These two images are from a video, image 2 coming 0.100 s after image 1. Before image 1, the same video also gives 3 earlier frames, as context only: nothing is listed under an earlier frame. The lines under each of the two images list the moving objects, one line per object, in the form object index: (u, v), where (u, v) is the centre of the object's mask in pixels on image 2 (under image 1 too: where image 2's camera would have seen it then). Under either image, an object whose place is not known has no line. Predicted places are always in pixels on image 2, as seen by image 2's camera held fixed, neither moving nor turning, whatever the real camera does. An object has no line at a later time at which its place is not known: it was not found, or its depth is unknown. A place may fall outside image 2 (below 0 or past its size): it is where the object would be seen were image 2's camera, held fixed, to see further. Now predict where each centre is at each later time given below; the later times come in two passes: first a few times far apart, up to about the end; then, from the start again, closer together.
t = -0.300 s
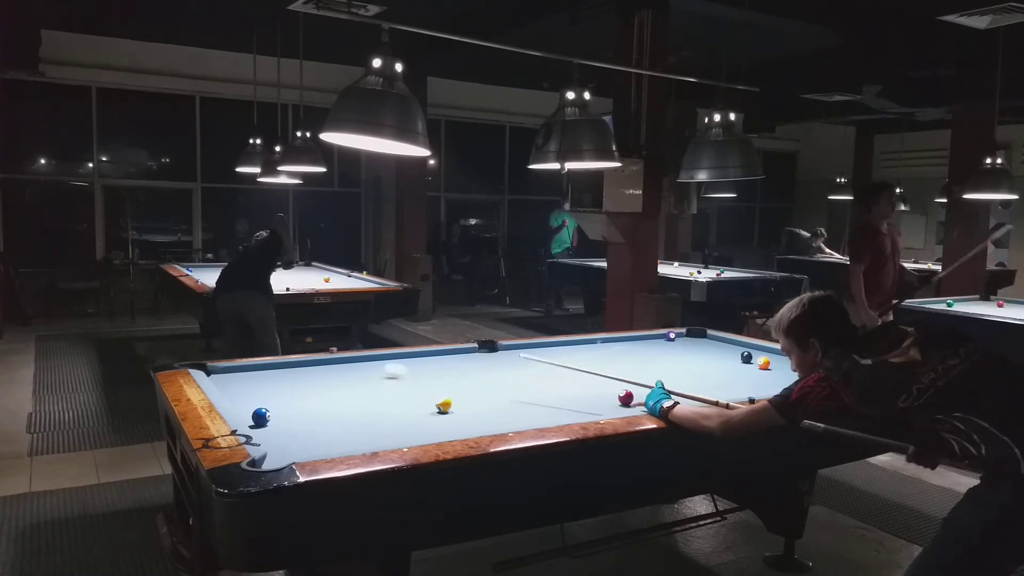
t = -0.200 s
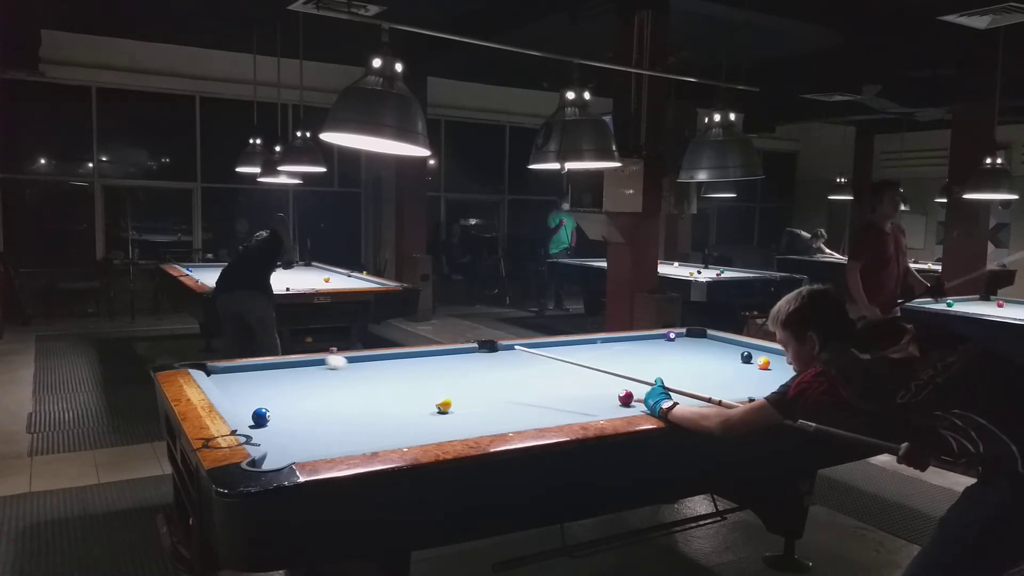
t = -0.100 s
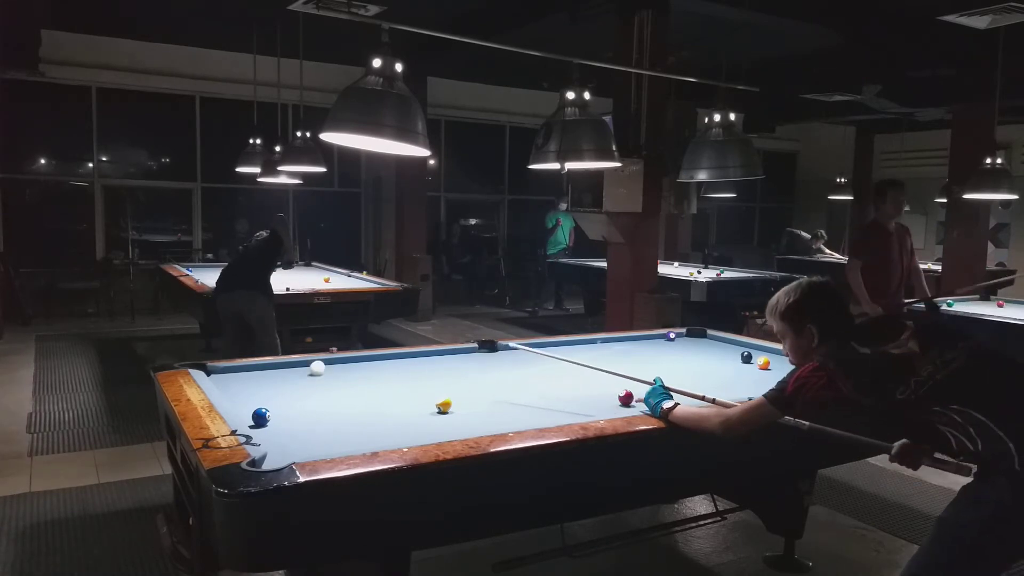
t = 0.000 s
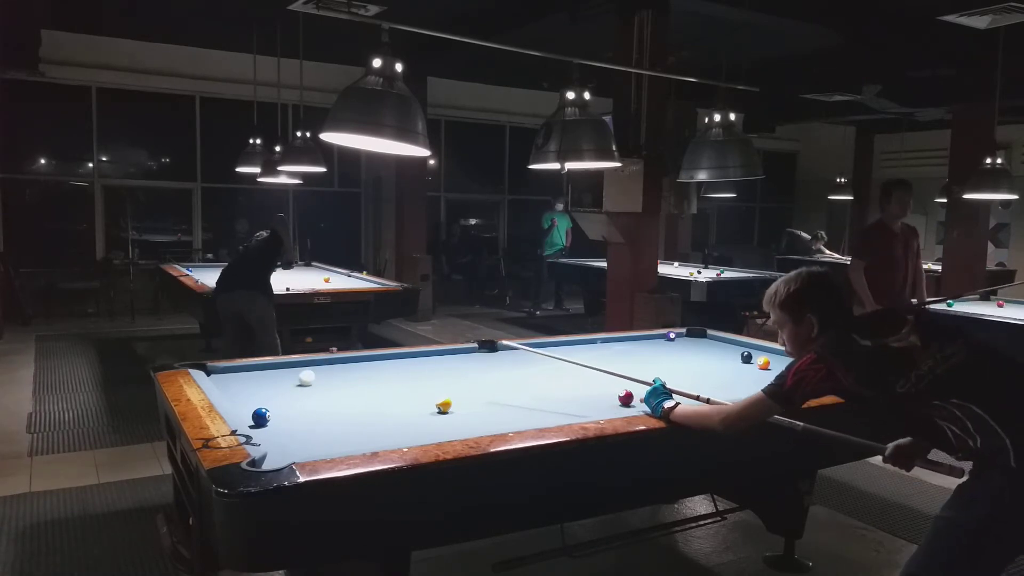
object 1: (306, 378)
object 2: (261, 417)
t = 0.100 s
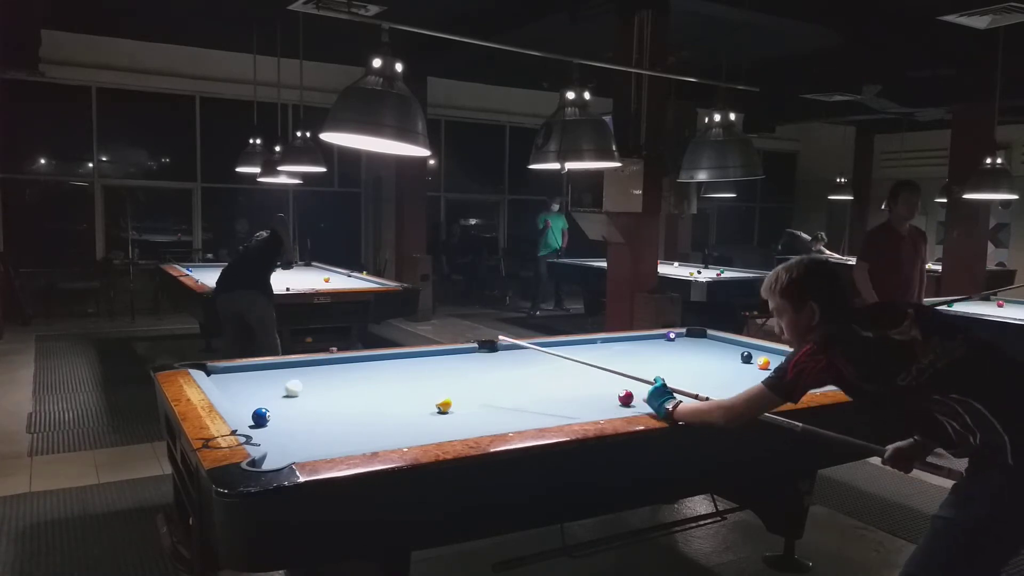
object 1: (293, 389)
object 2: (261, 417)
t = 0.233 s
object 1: (274, 403)
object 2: (261, 417)
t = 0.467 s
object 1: (250, 416)
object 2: (271, 432)
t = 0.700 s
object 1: (276, 426)
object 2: (306, 445)
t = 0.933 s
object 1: (304, 434)
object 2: (334, 446)
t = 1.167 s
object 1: (322, 442)
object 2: (356, 437)
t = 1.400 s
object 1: (323, 447)
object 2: (390, 429)
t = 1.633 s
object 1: (323, 449)
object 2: (420, 421)
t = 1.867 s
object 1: (321, 448)
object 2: (447, 414)
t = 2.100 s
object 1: (319, 447)
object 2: (471, 408)
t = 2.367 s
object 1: (317, 445)
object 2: (494, 402)
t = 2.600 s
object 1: (316, 444)
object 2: (513, 397)
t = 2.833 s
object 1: (315, 443)
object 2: (529, 393)
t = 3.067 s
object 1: (315, 443)
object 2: (544, 389)
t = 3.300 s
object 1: (314, 442)
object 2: (558, 385)
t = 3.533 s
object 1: (315, 442)
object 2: (570, 382)
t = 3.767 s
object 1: (314, 442)
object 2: (582, 379)
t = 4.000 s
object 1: (314, 442)
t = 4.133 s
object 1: (314, 442)
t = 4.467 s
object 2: (607, 372)
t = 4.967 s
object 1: (315, 442)
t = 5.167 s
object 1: (314, 442)
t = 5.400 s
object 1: (314, 442)
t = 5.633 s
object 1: (314, 442)
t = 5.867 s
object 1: (314, 442)
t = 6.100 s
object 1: (314, 442)
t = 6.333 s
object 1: (314, 442)
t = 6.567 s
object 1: (314, 442)
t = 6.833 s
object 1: (314, 442)
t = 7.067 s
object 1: (314, 442)
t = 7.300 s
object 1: (314, 442)
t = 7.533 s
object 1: (314, 442)
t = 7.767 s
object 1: (314, 442)
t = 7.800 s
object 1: (314, 442)
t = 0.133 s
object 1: (289, 392)
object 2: (261, 417)
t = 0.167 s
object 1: (284, 396)
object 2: (261, 417)
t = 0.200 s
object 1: (279, 400)
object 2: (261, 417)
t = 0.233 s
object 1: (274, 403)
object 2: (261, 417)
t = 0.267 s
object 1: (270, 406)
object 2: (261, 417)
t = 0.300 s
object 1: (264, 406)
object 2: (260, 418)
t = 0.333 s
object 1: (260, 409)
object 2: (257, 423)
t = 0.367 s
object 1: (256, 411)
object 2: (256, 426)
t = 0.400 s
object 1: (252, 414)
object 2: (261, 429)
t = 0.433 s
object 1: (249, 415)
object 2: (266, 431)
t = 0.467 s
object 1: (250, 416)
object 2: (271, 432)
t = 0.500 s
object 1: (253, 418)
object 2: (275, 434)
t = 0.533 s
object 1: (257, 419)
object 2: (280, 436)
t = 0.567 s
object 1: (261, 421)
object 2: (285, 438)
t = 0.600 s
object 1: (265, 422)
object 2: (290, 439)
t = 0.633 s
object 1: (269, 423)
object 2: (295, 442)
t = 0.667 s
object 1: (272, 424)
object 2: (301, 444)
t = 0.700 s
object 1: (276, 426)
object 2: (306, 445)
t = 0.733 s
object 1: (280, 427)
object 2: (311, 447)
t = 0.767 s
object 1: (284, 428)
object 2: (316, 447)
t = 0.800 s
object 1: (288, 429)
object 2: (321, 448)
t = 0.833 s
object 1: (292, 431)
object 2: (326, 449)
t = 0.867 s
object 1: (296, 432)
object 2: (330, 448)
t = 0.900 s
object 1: (300, 433)
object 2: (332, 447)
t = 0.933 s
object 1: (304, 434)
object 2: (334, 446)
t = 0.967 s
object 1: (307, 436)
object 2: (336, 445)
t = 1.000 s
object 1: (311, 437)
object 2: (337, 444)
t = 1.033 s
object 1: (315, 438)
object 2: (339, 443)
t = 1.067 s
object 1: (319, 439)
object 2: (341, 442)
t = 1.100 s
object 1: (322, 441)
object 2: (344, 440)
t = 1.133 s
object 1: (322, 441)
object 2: (351, 439)
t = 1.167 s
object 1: (322, 442)
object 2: (356, 437)
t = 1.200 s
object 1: (322, 443)
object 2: (361, 436)
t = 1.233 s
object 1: (322, 444)
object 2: (366, 435)
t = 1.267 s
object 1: (322, 445)
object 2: (371, 434)
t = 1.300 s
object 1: (322, 445)
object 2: (376, 433)
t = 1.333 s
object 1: (322, 446)
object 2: (381, 431)
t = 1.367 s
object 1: (323, 447)
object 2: (385, 430)
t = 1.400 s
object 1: (323, 447)
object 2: (390, 429)
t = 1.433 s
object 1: (323, 448)
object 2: (395, 428)
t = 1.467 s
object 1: (323, 448)
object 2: (399, 426)
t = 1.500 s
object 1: (323, 449)
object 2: (404, 425)
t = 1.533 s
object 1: (323, 449)
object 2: (408, 424)
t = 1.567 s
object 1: (323, 450)
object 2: (412, 423)
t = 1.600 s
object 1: (323, 450)
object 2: (416, 422)
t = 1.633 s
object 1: (323, 449)
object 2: (420, 421)
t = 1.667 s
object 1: (323, 449)
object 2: (424, 420)
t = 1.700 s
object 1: (323, 449)
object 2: (428, 419)
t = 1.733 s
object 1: (322, 449)
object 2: (432, 418)
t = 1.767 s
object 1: (322, 449)
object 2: (436, 417)
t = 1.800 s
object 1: (322, 448)
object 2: (440, 416)
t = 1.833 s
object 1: (321, 448)
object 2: (444, 415)
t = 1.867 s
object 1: (321, 448)
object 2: (447, 414)
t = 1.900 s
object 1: (321, 448)
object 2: (451, 413)
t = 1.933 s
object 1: (320, 448)
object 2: (454, 412)
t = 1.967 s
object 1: (320, 447)
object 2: (458, 411)
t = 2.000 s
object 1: (320, 447)
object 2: (461, 411)
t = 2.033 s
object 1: (320, 447)
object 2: (464, 410)
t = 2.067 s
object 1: (319, 447)
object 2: (468, 409)
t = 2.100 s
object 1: (319, 447)
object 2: (471, 408)
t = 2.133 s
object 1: (319, 447)
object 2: (474, 407)
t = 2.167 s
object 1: (318, 446)
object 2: (477, 406)
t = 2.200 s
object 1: (318, 446)
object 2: (480, 405)
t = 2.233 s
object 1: (318, 446)
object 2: (483, 405)
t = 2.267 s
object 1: (318, 446)
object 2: (486, 404)
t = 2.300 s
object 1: (318, 446)
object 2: (489, 403)
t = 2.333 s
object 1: (317, 446)
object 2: (492, 402)
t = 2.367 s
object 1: (317, 445)
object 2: (494, 402)
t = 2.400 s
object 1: (317, 445)
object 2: (497, 401)
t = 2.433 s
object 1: (317, 445)
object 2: (500, 400)
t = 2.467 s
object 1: (316, 445)
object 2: (503, 400)
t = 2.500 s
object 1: (316, 445)
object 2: (505, 399)
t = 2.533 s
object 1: (316, 445)
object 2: (508, 398)
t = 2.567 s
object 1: (316, 444)
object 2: (511, 397)
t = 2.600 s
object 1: (316, 444)
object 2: (513, 397)
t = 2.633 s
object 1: (316, 444)
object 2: (515, 396)
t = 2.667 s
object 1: (315, 444)
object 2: (518, 396)
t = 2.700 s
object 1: (315, 444)
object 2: (520, 395)
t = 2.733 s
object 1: (315, 444)
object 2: (522, 394)
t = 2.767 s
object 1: (315, 444)
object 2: (525, 394)
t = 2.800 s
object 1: (315, 444)
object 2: (527, 393)
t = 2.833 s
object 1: (315, 443)
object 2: (529, 393)
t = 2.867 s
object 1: (315, 443)
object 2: (532, 392)
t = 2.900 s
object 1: (315, 443)
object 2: (534, 392)
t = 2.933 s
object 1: (315, 443)
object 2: (536, 391)
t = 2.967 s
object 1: (315, 443)
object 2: (538, 391)
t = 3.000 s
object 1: (315, 443)
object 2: (540, 390)
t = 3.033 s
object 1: (315, 443)
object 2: (542, 389)
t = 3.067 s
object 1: (315, 443)
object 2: (544, 389)
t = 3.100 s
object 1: (315, 443)
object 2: (546, 388)
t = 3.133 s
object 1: (315, 443)
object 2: (548, 388)
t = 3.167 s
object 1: (314, 443)
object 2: (550, 387)
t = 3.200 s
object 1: (315, 442)
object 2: (552, 387)
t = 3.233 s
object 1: (315, 443)
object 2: (554, 386)
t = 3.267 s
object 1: (315, 442)
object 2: (556, 386)
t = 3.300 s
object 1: (314, 442)
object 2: (558, 385)
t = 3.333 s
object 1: (314, 442)
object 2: (559, 385)
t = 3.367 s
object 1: (314, 442)
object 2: (561, 385)
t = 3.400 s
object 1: (314, 442)
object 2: (563, 384)
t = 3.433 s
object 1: (314, 442)
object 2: (565, 383)
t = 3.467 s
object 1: (314, 442)
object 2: (567, 383)
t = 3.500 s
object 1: (315, 442)
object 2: (569, 383)
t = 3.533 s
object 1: (315, 442)
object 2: (570, 382)
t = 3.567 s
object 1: (314, 442)
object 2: (572, 382)
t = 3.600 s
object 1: (314, 442)
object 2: (574, 381)
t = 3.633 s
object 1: (315, 442)
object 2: (575, 381)
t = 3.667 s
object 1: (314, 442)
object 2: (577, 381)
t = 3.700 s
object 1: (314, 442)
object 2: (578, 380)
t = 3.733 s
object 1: (314, 442)
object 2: (580, 380)
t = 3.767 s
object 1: (314, 442)
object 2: (582, 379)
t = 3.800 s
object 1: (314, 442)
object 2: (583, 379)
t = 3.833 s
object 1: (314, 442)
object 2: (584, 379)
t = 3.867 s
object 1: (314, 442)
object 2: (586, 378)
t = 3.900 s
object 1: (314, 442)
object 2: (587, 378)
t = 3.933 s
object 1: (314, 442)
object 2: (589, 378)
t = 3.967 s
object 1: (314, 442)
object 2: (590, 377)
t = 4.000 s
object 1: (314, 442)
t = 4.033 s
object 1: (315, 442)
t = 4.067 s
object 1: (314, 442)
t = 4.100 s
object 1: (314, 442)
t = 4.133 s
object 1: (314, 442)
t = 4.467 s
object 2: (607, 372)
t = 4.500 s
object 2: (607, 372)
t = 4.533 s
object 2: (608, 372)
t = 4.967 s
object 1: (315, 442)
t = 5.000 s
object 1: (314, 442)
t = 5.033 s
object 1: (314, 442)
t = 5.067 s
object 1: (314, 442)
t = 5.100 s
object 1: (314, 442)
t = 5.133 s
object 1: (314, 442)
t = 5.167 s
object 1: (314, 442)
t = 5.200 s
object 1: (314, 442)
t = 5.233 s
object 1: (314, 442)
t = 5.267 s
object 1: (314, 442)
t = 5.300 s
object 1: (314, 442)
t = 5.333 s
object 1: (314, 442)
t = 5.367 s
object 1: (314, 442)
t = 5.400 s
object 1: (314, 442)
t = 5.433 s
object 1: (314, 442)
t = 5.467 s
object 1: (314, 442)
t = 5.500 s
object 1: (314, 442)
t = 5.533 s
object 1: (314, 442)
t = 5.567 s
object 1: (314, 442)
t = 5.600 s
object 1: (314, 442)
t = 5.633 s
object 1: (314, 442)
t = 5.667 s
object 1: (314, 442)
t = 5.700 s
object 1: (314, 442)
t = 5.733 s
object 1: (314, 442)
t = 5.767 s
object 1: (314, 442)
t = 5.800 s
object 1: (314, 442)
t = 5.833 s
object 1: (314, 442)
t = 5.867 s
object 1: (314, 442)
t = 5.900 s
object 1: (314, 442)
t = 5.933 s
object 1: (314, 442)
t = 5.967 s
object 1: (314, 442)
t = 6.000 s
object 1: (314, 442)
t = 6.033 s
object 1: (314, 442)
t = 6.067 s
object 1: (314, 442)
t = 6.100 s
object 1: (314, 442)
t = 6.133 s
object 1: (314, 442)
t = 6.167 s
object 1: (314, 442)
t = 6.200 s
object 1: (314, 442)
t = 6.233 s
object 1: (314, 442)
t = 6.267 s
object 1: (314, 442)
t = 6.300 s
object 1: (314, 442)
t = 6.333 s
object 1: (314, 442)
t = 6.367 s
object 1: (314, 442)
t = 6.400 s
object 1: (314, 442)
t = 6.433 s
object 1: (314, 442)
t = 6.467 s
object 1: (314, 442)
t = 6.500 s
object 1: (314, 442)
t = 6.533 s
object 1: (314, 442)
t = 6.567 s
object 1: (314, 442)
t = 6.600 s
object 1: (314, 442)
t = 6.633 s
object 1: (314, 442)
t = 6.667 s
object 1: (314, 442)
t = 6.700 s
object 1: (314, 442)
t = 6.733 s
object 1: (314, 442)
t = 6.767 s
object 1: (314, 442)
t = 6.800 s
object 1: (314, 442)
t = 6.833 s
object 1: (314, 442)
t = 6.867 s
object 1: (314, 442)
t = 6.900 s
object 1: (314, 442)
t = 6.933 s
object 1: (314, 442)
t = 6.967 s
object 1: (314, 442)
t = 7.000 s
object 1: (314, 442)
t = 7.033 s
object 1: (314, 442)
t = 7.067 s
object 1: (314, 442)
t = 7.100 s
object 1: (314, 442)
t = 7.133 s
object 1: (314, 442)
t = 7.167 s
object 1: (314, 442)
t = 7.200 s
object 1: (314, 442)
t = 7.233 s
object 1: (314, 442)
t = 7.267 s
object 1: (314, 442)
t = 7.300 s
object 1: (314, 442)
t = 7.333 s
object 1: (314, 442)
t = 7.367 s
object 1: (314, 442)
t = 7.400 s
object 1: (314, 442)
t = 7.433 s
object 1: (314, 442)
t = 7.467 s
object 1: (314, 442)
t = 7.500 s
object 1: (314, 442)
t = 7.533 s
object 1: (314, 442)
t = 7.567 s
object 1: (314, 442)
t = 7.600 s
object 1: (314, 442)
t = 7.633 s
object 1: (314, 442)
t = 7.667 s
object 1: (314, 442)
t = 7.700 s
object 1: (314, 442)
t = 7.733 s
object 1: (314, 442)
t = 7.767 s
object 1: (314, 442)
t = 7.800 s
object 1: (314, 442)
